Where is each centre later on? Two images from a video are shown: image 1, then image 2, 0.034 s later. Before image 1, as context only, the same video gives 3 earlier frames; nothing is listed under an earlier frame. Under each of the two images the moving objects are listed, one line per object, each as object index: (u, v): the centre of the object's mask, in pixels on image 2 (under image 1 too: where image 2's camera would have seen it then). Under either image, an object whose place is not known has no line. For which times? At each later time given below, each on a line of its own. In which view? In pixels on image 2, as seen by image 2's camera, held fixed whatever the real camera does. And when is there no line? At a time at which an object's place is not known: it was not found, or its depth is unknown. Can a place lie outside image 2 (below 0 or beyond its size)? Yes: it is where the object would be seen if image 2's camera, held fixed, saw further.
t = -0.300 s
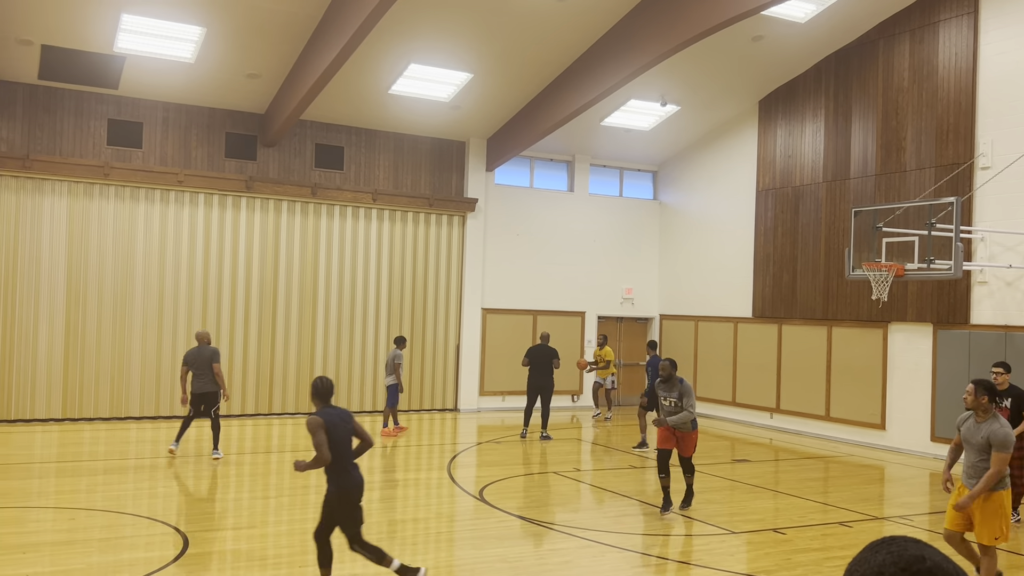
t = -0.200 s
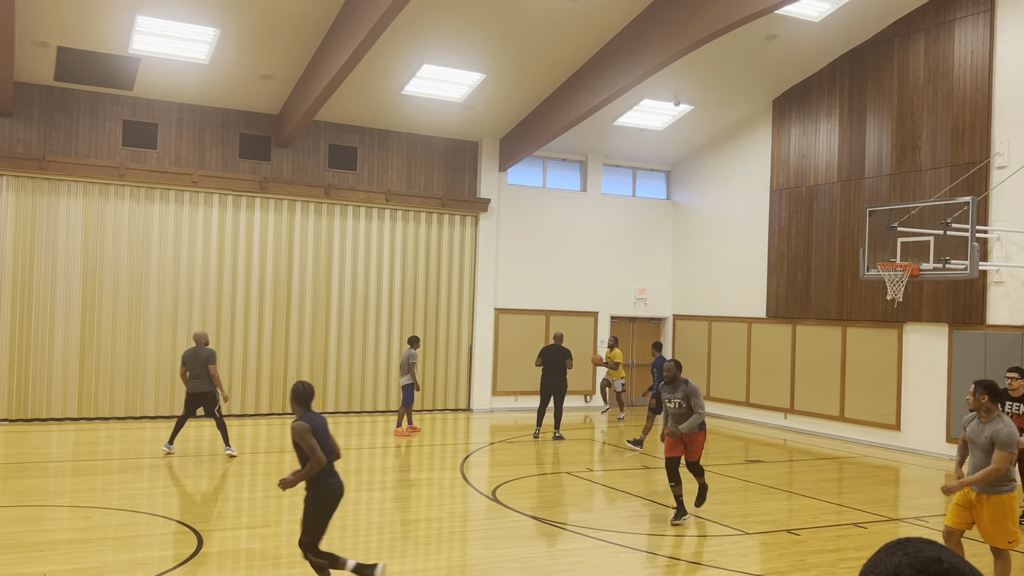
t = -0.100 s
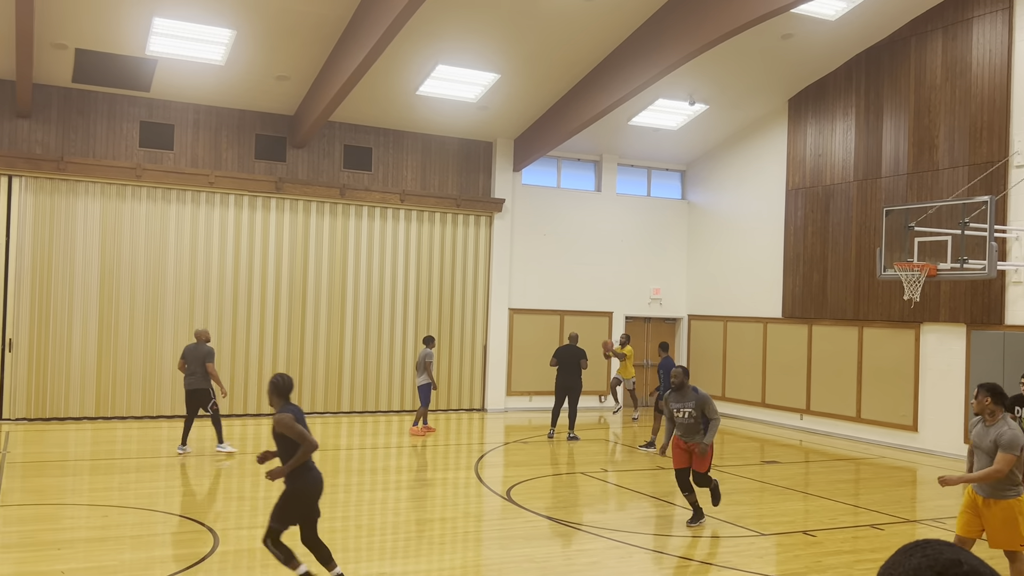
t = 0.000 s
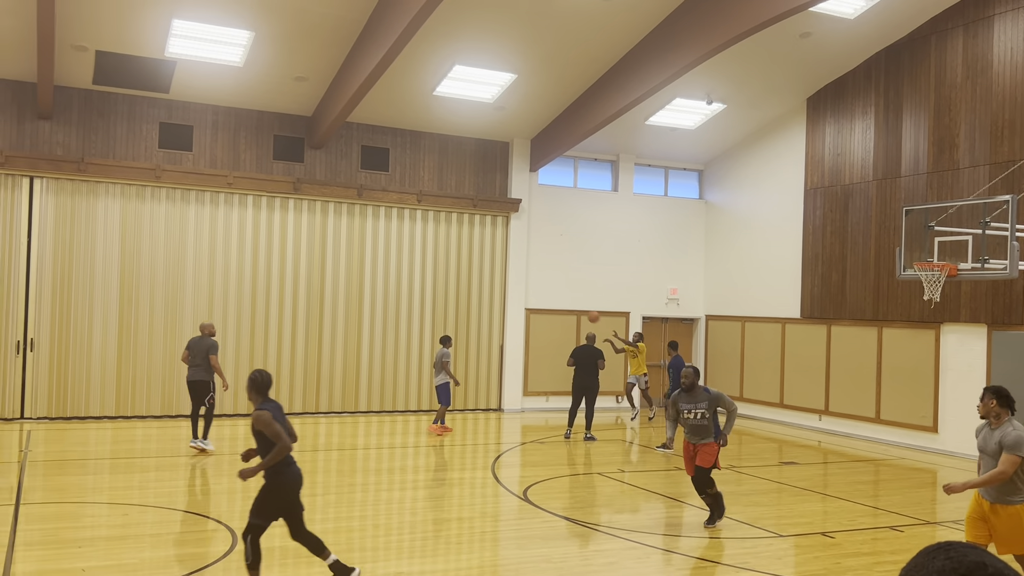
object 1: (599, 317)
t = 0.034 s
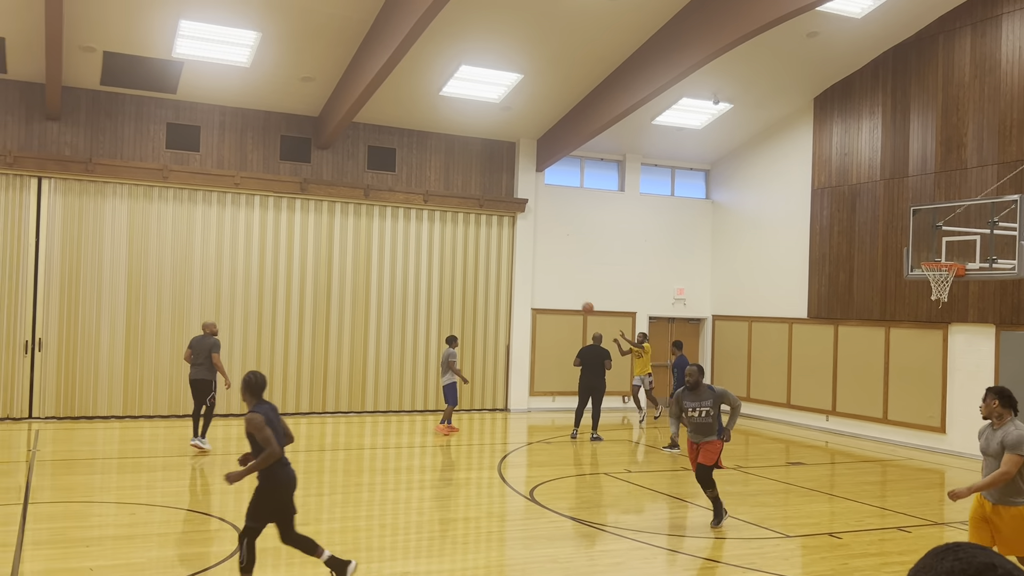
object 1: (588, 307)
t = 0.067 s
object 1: (576, 299)
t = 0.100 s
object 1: (564, 290)
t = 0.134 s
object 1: (552, 283)
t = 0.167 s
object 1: (539, 275)
